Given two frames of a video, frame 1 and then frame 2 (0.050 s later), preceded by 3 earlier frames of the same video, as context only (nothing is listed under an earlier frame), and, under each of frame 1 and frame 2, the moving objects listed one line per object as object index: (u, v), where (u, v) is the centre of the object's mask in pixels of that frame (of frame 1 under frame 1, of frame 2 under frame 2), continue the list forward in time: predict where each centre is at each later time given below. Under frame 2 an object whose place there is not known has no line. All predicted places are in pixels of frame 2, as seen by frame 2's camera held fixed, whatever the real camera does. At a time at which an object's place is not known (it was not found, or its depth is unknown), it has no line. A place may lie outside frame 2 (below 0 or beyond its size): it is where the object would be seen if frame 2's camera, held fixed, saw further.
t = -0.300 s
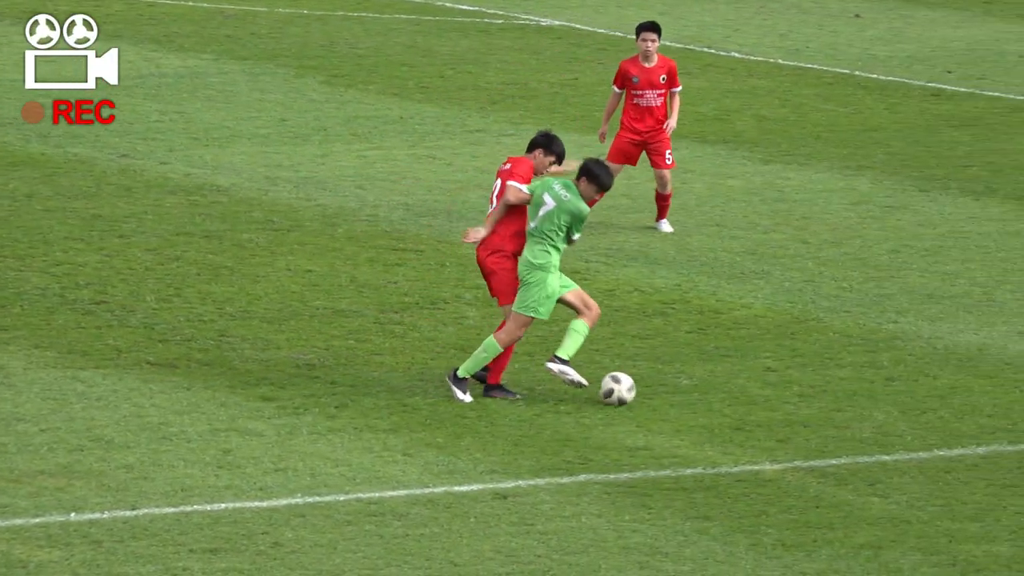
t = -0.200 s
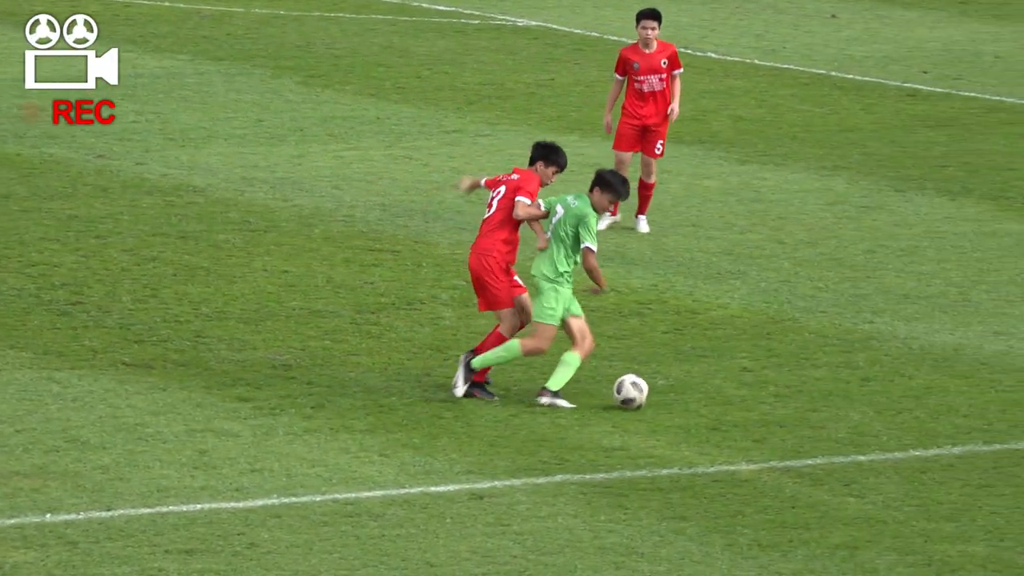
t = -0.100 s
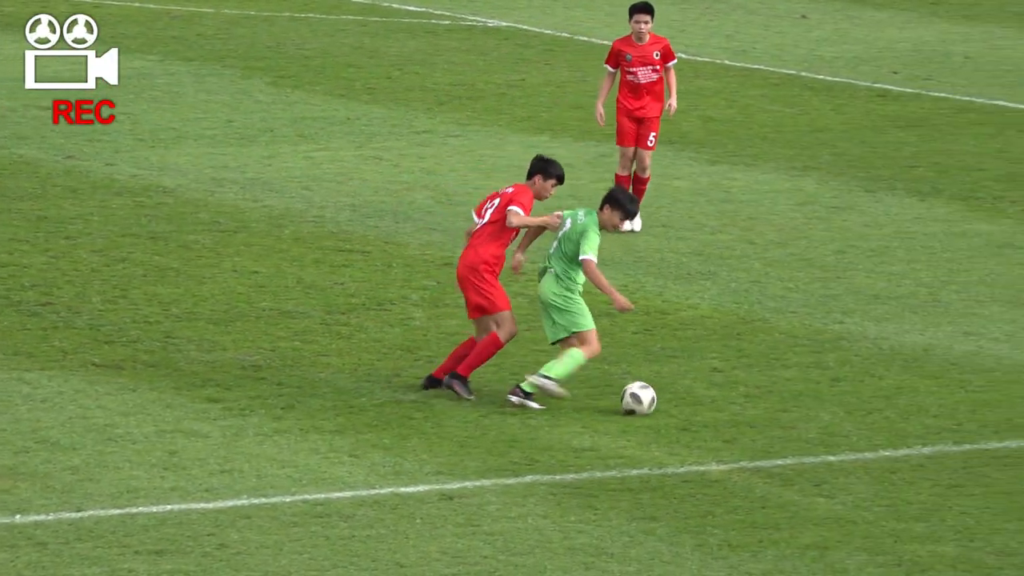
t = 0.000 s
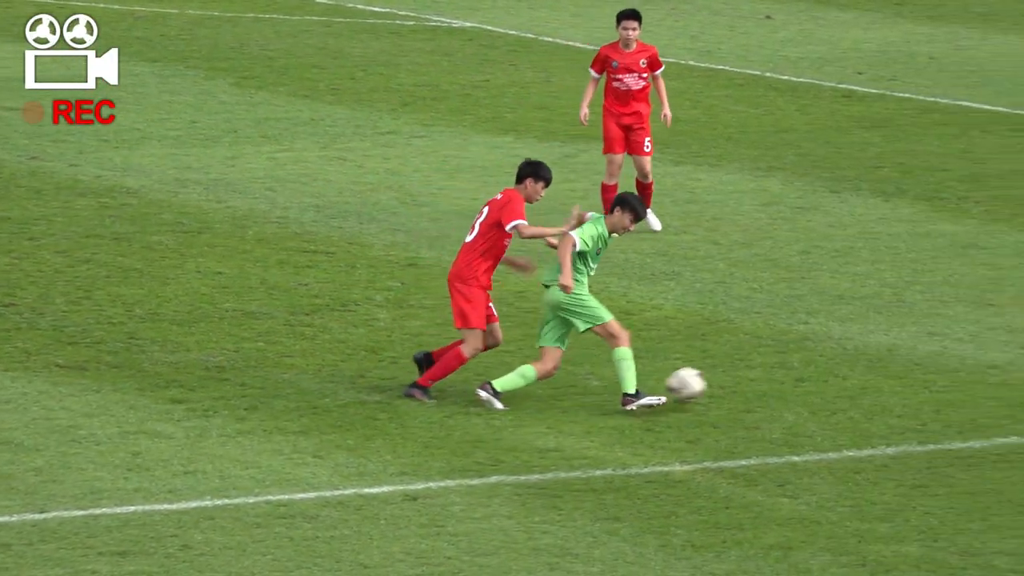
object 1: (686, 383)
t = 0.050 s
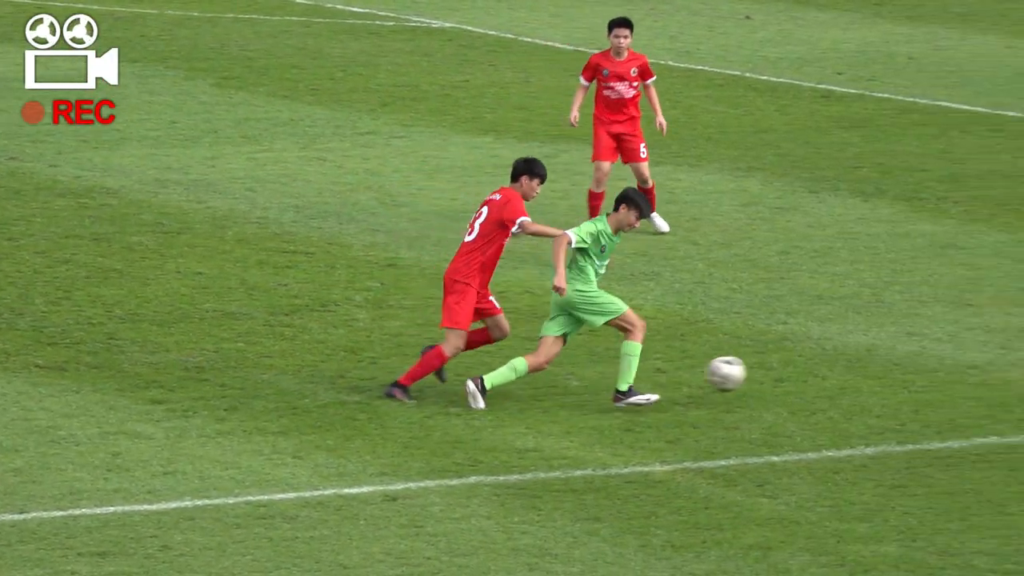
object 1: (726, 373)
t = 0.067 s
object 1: (746, 370)
